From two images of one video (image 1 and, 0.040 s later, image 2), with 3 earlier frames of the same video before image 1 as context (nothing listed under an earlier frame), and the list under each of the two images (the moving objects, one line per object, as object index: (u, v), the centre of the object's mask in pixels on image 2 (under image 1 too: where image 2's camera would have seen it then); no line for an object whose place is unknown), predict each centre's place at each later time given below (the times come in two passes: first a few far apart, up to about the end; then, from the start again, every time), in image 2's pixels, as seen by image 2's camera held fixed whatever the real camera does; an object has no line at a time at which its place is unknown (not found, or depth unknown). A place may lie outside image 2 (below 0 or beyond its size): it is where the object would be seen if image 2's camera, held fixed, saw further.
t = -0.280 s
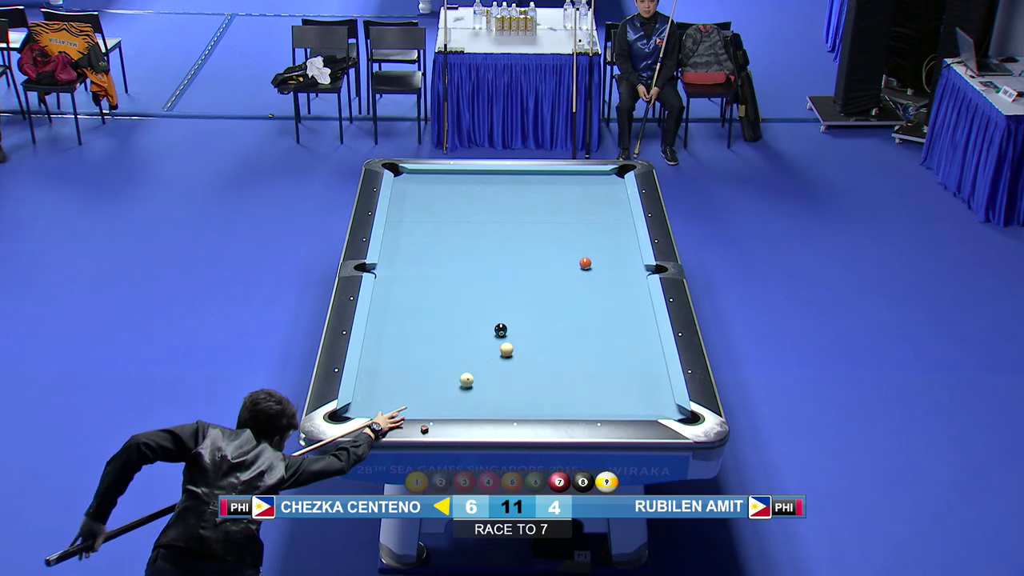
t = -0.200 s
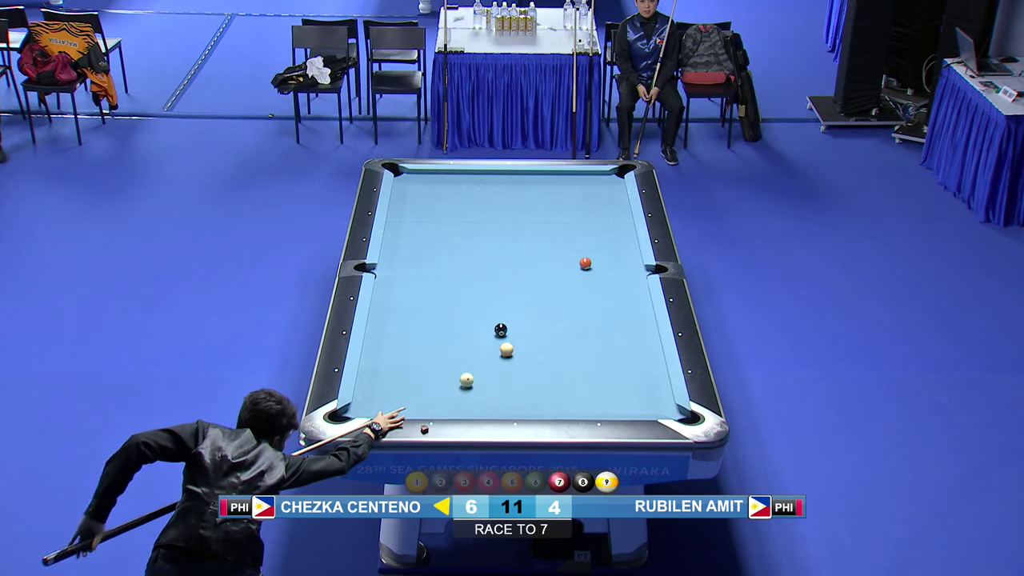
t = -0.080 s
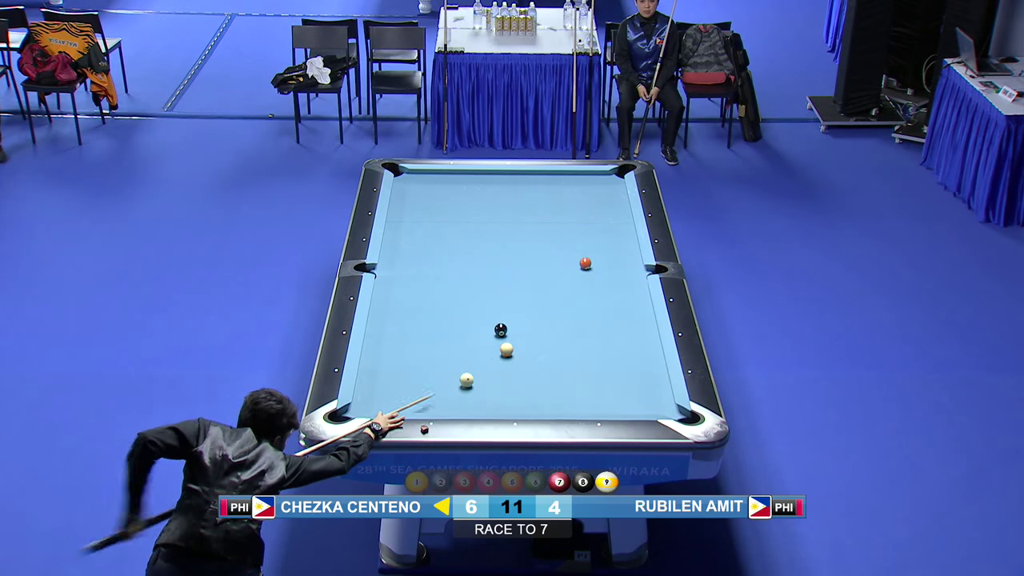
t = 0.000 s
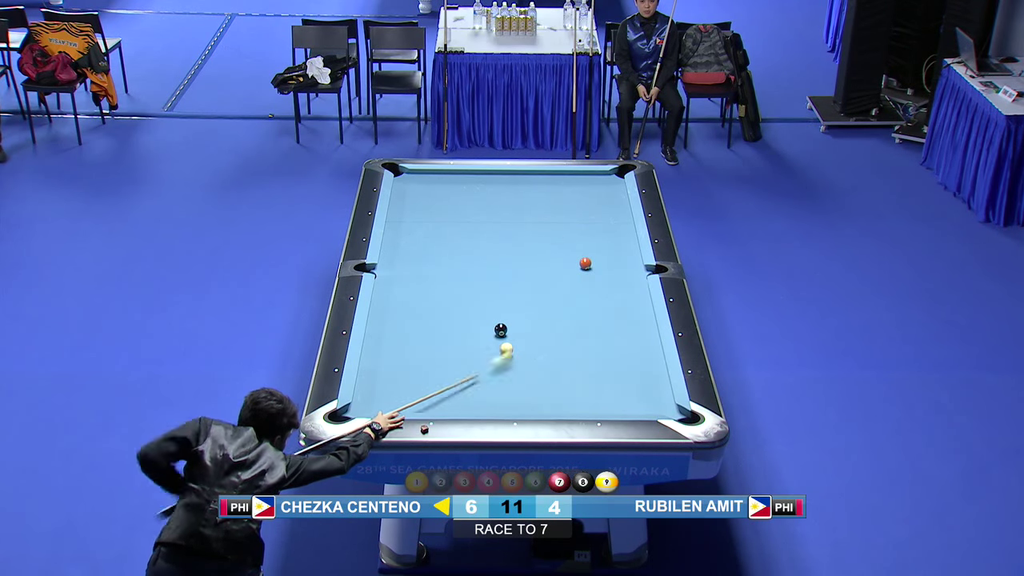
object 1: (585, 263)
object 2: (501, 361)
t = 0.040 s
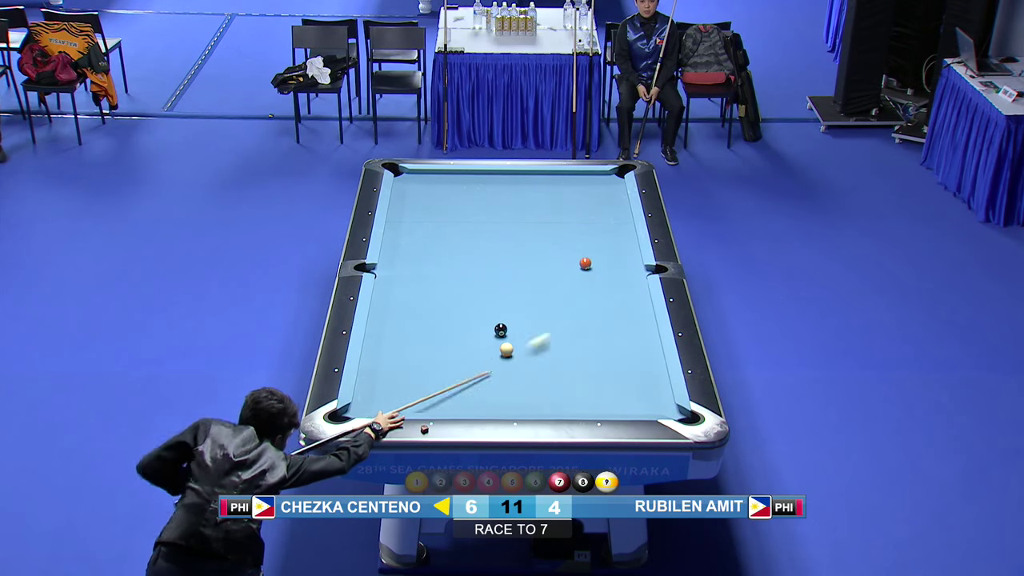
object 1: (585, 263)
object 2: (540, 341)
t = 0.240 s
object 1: (585, 263)
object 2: (602, 273)
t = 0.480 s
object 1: (554, 216)
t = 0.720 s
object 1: (529, 177)
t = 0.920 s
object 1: (520, 188)
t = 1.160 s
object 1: (513, 207)
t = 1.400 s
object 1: (505, 224)
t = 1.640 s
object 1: (497, 242)
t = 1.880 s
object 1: (489, 260)
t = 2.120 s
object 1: (480, 279)
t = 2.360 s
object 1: (471, 298)
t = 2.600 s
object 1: (462, 319)
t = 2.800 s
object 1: (454, 336)
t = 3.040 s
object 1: (445, 357)
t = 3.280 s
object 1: (435, 379)
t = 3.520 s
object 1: (424, 401)
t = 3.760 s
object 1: (418, 404)
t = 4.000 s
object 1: (415, 393)
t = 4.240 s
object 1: (413, 383)
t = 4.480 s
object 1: (410, 373)
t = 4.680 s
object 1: (408, 366)
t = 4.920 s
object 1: (405, 358)
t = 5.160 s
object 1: (403, 350)
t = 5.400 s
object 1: (400, 344)
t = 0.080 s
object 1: (585, 263)
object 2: (574, 324)
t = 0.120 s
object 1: (585, 263)
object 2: (606, 308)
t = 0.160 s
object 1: (585, 263)
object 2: (637, 292)
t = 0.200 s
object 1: (585, 263)
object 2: (626, 282)
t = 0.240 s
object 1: (585, 263)
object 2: (602, 273)
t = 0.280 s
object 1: (582, 257)
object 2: (582, 268)
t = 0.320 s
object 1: (576, 249)
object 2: (565, 270)
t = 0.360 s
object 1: (570, 240)
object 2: (549, 271)
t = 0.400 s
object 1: (564, 231)
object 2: (534, 272)
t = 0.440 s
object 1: (559, 223)
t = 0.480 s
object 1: (554, 216)
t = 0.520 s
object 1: (549, 209)
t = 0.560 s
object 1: (545, 201)
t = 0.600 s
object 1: (540, 195)
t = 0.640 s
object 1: (536, 189)
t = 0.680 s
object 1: (532, 183)
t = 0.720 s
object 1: (529, 177)
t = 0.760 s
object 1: (525, 173)
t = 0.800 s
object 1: (524, 177)
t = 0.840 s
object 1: (523, 181)
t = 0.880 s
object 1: (521, 185)
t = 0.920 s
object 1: (520, 188)
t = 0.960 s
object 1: (519, 192)
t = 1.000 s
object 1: (518, 195)
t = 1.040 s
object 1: (517, 198)
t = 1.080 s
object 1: (516, 201)
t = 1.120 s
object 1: (514, 204)
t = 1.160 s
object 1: (513, 207)
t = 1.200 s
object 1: (512, 210)
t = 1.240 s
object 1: (510, 213)
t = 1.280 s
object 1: (509, 215)
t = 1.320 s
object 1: (508, 218)
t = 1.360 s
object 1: (506, 221)
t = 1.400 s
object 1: (505, 224)
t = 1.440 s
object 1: (504, 227)
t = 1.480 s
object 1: (502, 230)
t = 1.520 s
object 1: (501, 233)
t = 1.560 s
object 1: (500, 236)
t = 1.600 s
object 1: (498, 239)
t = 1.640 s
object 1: (497, 242)
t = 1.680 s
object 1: (496, 245)
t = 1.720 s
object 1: (494, 248)
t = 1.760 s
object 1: (493, 251)
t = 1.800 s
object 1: (492, 254)
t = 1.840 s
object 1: (490, 257)
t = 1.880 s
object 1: (489, 260)
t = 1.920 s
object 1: (487, 263)
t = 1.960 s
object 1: (486, 266)
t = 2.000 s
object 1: (485, 269)
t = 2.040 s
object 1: (483, 272)
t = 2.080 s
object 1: (482, 275)
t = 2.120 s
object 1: (480, 279)
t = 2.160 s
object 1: (479, 282)
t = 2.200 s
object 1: (477, 285)
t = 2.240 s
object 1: (476, 288)
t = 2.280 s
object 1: (475, 292)
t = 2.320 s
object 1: (473, 295)
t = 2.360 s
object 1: (471, 298)
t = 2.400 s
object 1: (470, 302)
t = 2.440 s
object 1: (468, 305)
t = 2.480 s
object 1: (467, 308)
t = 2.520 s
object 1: (465, 312)
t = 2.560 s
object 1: (464, 315)
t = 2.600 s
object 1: (462, 319)
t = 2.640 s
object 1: (461, 322)
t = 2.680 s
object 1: (459, 325)
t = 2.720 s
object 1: (458, 328)
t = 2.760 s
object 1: (456, 332)
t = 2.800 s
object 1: (454, 336)
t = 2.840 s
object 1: (453, 339)
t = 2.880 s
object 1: (451, 343)
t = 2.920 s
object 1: (450, 346)
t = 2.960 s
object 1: (448, 350)
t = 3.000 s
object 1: (446, 353)
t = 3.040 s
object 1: (445, 357)
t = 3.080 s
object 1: (443, 360)
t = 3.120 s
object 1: (442, 364)
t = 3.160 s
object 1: (440, 368)
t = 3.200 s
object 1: (438, 371)
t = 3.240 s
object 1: (437, 375)
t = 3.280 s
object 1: (435, 379)
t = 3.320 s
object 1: (433, 382)
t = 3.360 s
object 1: (431, 386)
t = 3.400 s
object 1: (430, 390)
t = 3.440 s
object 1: (428, 393)
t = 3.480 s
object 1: (426, 397)
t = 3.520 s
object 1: (424, 401)
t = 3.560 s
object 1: (423, 405)
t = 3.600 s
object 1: (421, 407)
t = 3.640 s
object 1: (420, 408)
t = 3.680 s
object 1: (419, 407)
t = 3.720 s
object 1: (418, 405)
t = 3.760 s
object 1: (418, 404)
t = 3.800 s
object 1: (417, 402)
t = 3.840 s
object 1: (417, 400)
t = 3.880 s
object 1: (417, 398)
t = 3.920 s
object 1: (416, 396)
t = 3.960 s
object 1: (416, 395)
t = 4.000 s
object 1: (415, 393)
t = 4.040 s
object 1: (415, 391)
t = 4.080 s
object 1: (415, 389)
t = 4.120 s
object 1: (414, 388)
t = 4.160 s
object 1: (413, 386)
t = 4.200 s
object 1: (413, 384)
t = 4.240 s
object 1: (413, 383)
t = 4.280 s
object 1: (412, 381)
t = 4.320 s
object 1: (412, 379)
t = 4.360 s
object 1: (411, 378)
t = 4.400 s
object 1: (411, 376)
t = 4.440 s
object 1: (410, 374)
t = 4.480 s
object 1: (410, 373)
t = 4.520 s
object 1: (409, 372)
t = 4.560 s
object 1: (409, 370)
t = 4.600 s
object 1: (408, 369)
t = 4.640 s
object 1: (408, 367)
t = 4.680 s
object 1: (408, 366)
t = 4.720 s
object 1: (407, 365)
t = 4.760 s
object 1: (407, 363)
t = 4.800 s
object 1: (406, 362)
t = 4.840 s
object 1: (406, 361)
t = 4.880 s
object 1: (405, 359)
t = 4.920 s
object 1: (405, 358)
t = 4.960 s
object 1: (404, 357)
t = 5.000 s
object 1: (404, 355)
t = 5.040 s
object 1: (404, 354)
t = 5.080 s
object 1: (403, 353)
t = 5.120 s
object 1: (403, 352)
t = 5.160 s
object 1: (403, 350)
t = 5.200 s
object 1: (402, 350)
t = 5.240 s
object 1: (402, 348)
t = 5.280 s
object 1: (401, 347)
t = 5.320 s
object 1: (401, 346)
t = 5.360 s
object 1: (401, 345)
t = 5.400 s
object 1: (400, 344)
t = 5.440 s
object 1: (400, 343)
